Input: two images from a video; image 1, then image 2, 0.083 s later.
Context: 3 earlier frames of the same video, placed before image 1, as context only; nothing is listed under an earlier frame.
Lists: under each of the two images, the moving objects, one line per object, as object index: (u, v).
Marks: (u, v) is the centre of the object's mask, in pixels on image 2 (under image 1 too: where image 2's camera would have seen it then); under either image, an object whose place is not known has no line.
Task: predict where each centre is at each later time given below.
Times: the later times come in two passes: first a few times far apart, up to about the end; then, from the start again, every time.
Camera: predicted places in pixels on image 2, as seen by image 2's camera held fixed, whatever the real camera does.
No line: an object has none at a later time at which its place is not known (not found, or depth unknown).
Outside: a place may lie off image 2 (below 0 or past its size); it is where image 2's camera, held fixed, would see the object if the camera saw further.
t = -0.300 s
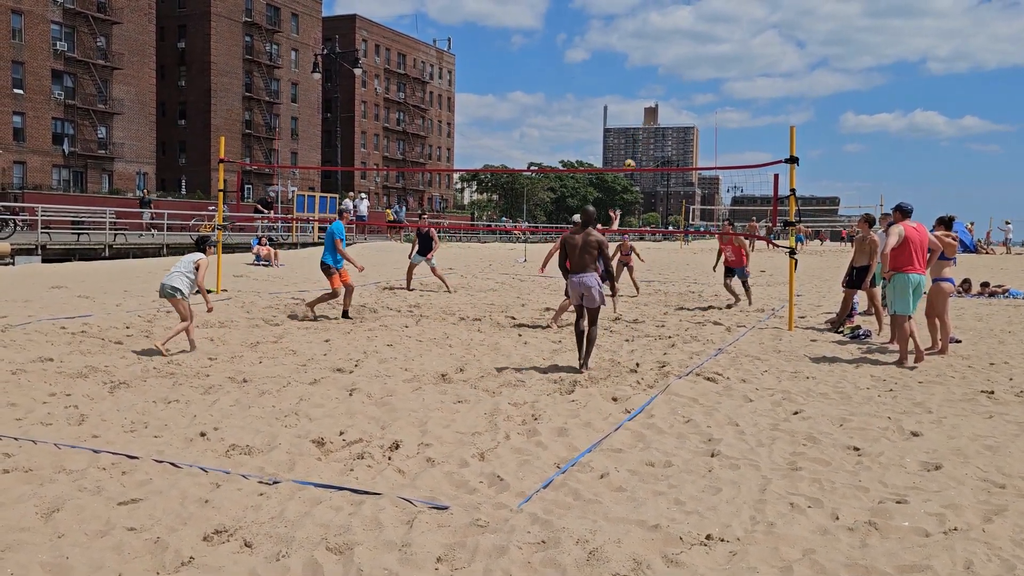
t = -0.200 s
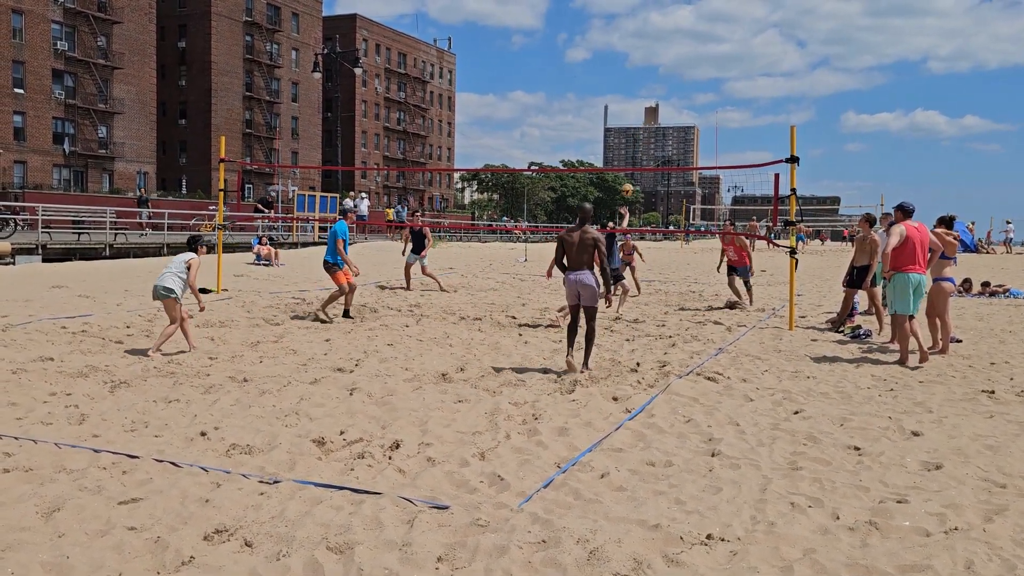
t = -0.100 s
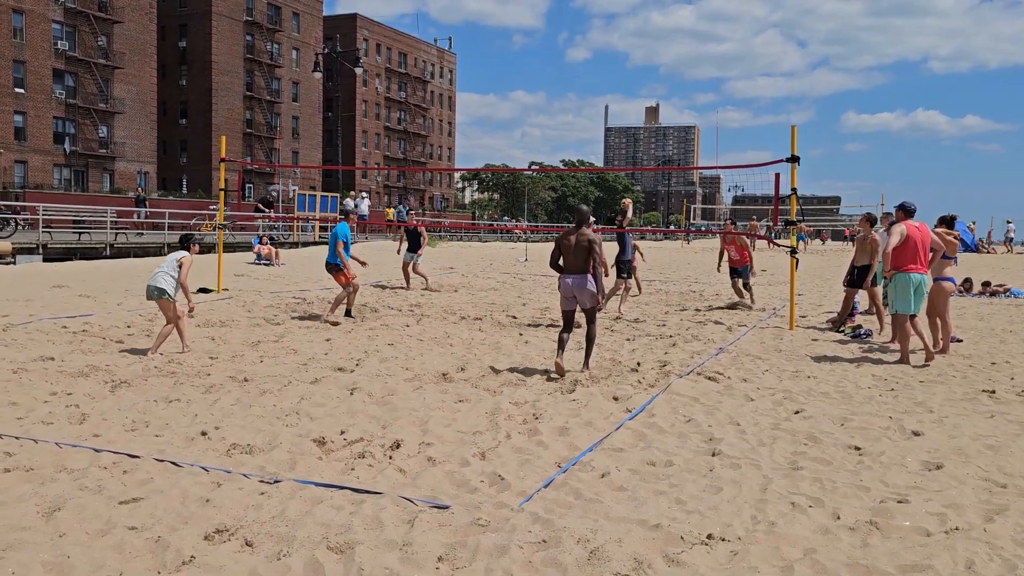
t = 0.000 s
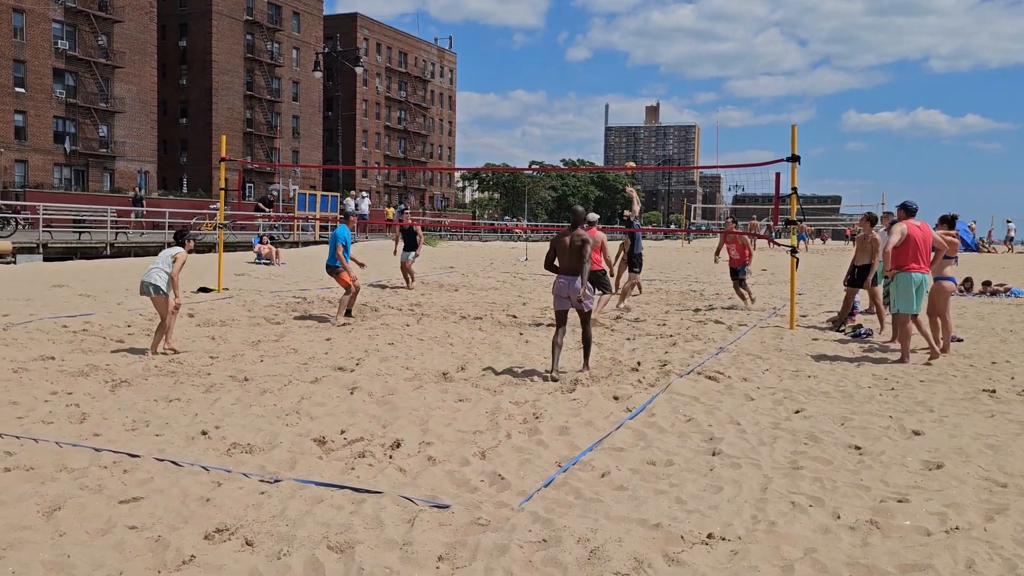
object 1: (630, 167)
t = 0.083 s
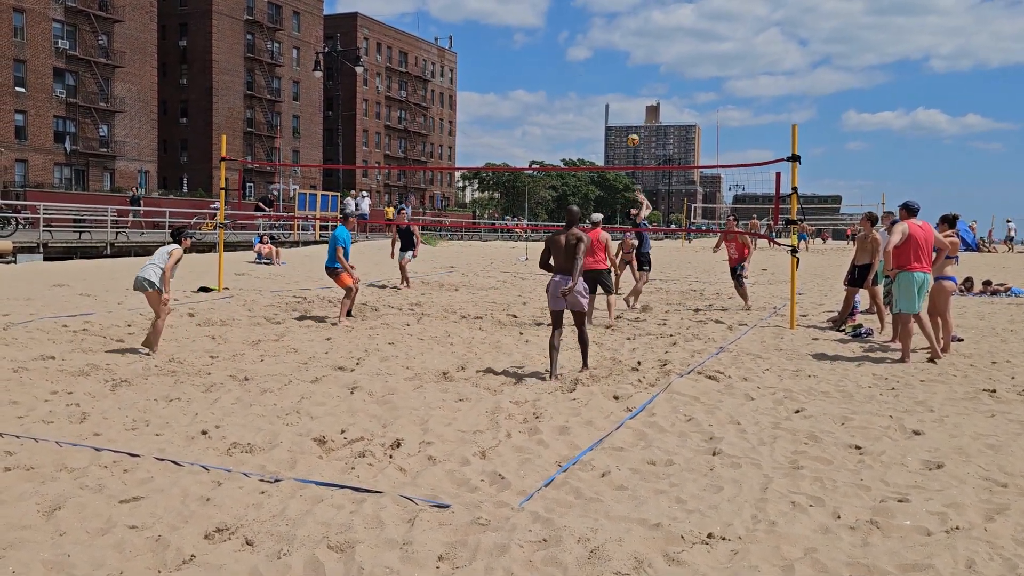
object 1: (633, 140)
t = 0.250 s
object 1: (637, 99)
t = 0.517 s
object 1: (643, 66)
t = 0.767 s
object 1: (647, 74)
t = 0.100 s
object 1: (633, 135)
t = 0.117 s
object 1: (634, 131)
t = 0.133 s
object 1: (634, 126)
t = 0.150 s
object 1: (634, 122)
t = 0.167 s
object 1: (634, 118)
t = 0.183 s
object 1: (635, 114)
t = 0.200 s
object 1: (635, 110)
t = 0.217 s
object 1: (636, 106)
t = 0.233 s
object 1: (636, 102)
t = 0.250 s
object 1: (637, 99)
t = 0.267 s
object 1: (637, 95)
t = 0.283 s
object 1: (638, 92)
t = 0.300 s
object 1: (638, 89)
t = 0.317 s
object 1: (638, 87)
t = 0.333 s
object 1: (639, 84)
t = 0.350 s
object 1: (639, 82)
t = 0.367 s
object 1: (640, 79)
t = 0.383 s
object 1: (640, 77)
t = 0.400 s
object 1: (640, 75)
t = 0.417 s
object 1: (641, 74)
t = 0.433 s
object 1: (641, 72)
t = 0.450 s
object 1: (641, 71)
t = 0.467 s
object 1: (642, 69)
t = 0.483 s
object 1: (642, 68)
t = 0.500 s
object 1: (642, 67)
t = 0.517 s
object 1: (643, 66)
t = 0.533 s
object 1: (643, 66)
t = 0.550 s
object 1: (643, 65)
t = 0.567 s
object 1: (644, 65)
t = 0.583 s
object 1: (644, 65)
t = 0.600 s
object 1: (644, 65)
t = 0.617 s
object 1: (645, 65)
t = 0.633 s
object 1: (645, 65)
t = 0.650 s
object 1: (645, 66)
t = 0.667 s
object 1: (645, 66)
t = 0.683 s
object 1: (646, 67)
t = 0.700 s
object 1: (646, 68)
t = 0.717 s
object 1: (646, 69)
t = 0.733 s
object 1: (647, 71)
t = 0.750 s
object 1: (647, 72)
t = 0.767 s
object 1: (647, 74)
